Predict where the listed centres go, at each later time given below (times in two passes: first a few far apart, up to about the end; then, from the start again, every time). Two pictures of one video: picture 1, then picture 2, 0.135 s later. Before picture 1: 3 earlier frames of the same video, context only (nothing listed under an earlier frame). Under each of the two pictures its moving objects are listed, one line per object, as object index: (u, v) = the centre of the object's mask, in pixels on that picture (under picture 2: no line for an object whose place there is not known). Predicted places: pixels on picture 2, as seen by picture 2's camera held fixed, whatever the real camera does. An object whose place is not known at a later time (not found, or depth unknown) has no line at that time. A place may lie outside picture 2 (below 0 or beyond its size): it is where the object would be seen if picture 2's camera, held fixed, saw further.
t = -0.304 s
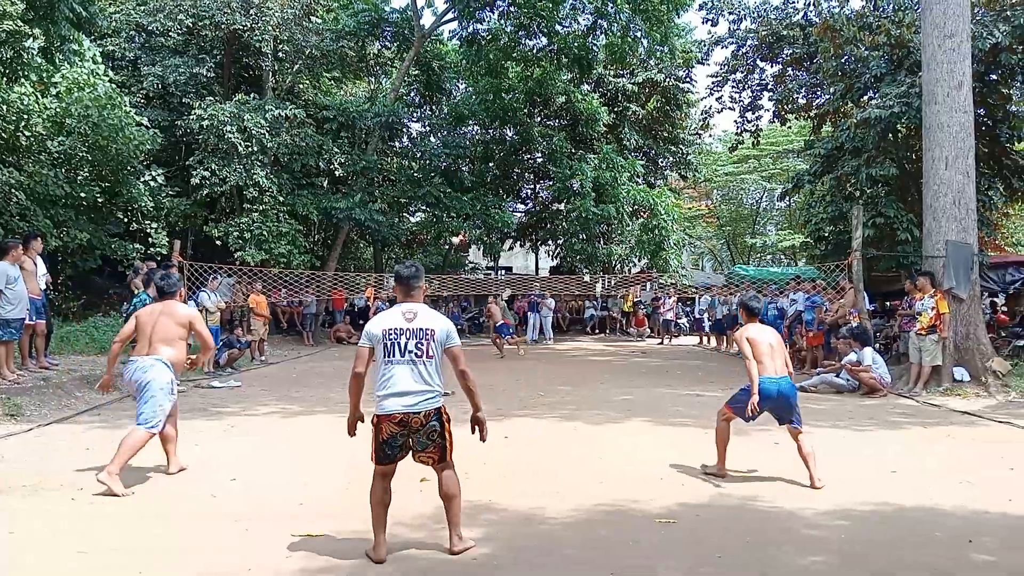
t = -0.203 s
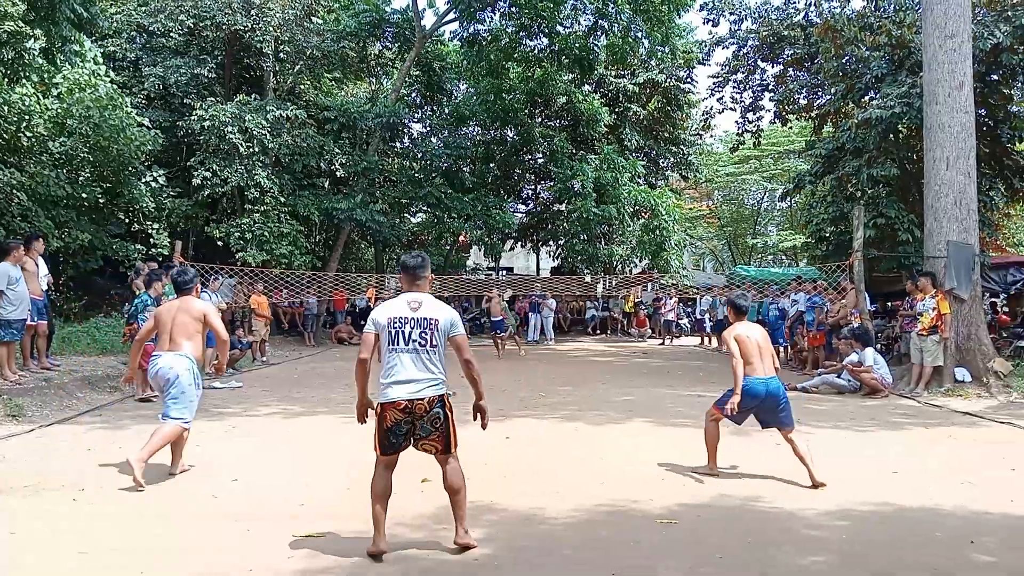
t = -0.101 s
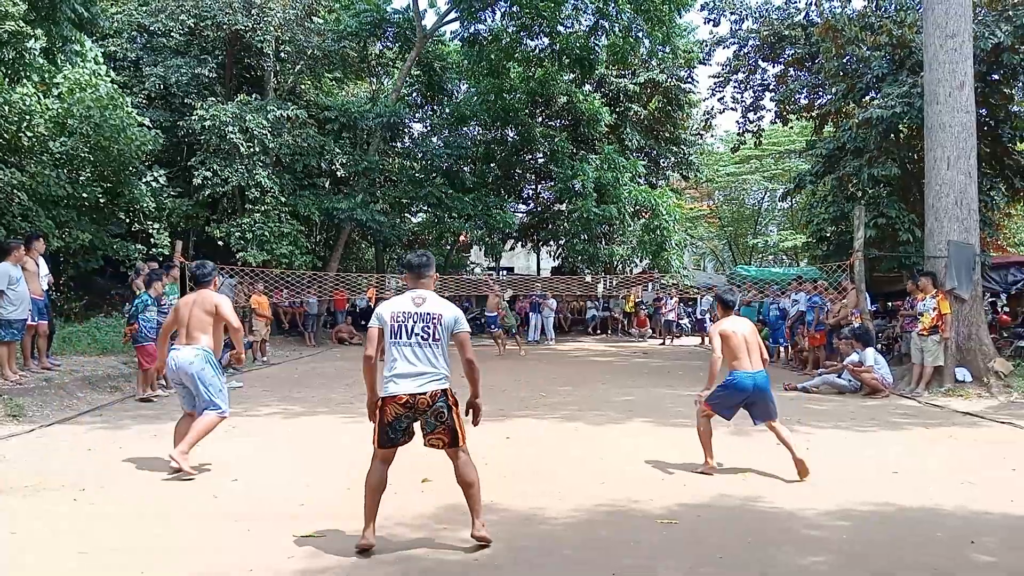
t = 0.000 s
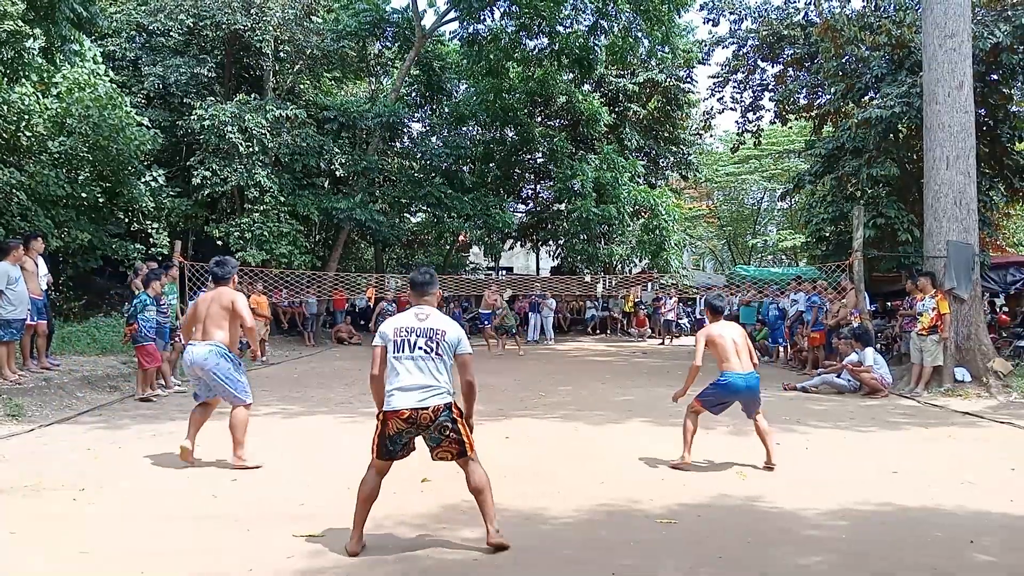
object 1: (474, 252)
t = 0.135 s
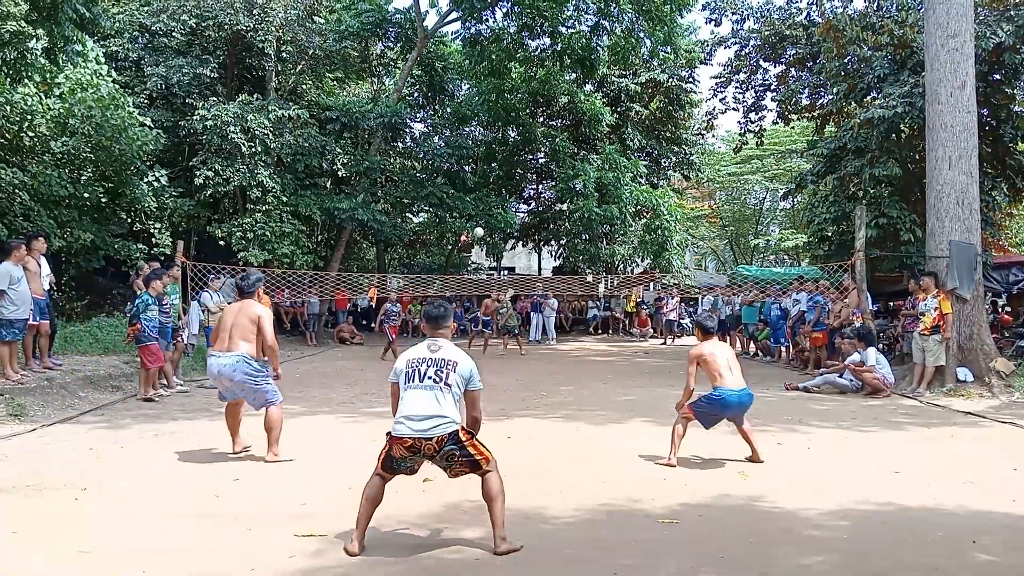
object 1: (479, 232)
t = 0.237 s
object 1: (481, 224)
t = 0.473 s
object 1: (500, 246)
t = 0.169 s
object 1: (479, 229)
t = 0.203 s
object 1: (480, 227)
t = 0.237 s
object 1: (481, 224)
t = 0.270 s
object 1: (482, 223)
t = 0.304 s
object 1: (484, 223)
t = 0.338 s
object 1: (486, 225)
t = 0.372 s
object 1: (488, 227)
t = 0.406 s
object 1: (492, 231)
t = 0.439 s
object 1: (496, 238)
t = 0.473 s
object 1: (500, 246)
